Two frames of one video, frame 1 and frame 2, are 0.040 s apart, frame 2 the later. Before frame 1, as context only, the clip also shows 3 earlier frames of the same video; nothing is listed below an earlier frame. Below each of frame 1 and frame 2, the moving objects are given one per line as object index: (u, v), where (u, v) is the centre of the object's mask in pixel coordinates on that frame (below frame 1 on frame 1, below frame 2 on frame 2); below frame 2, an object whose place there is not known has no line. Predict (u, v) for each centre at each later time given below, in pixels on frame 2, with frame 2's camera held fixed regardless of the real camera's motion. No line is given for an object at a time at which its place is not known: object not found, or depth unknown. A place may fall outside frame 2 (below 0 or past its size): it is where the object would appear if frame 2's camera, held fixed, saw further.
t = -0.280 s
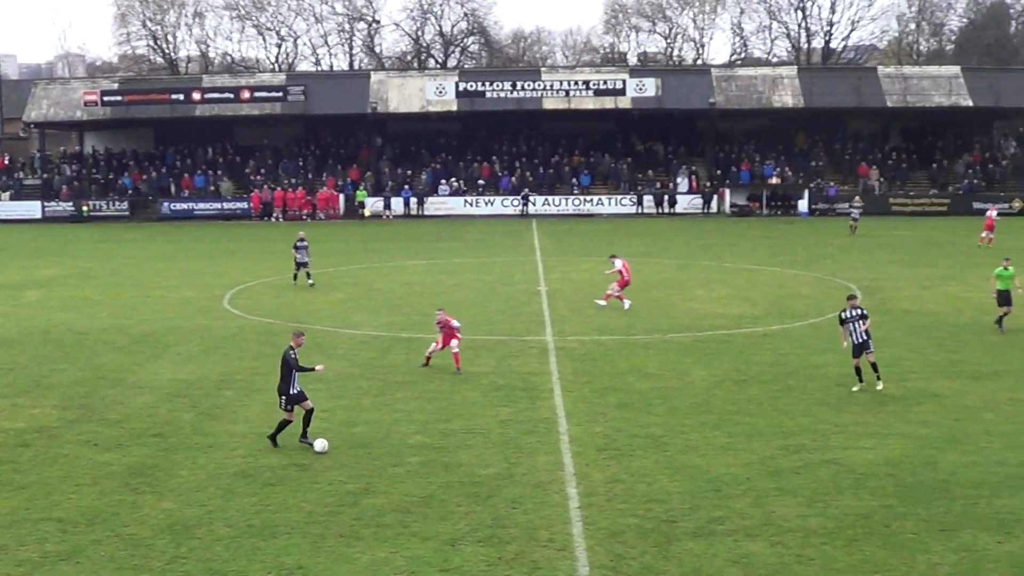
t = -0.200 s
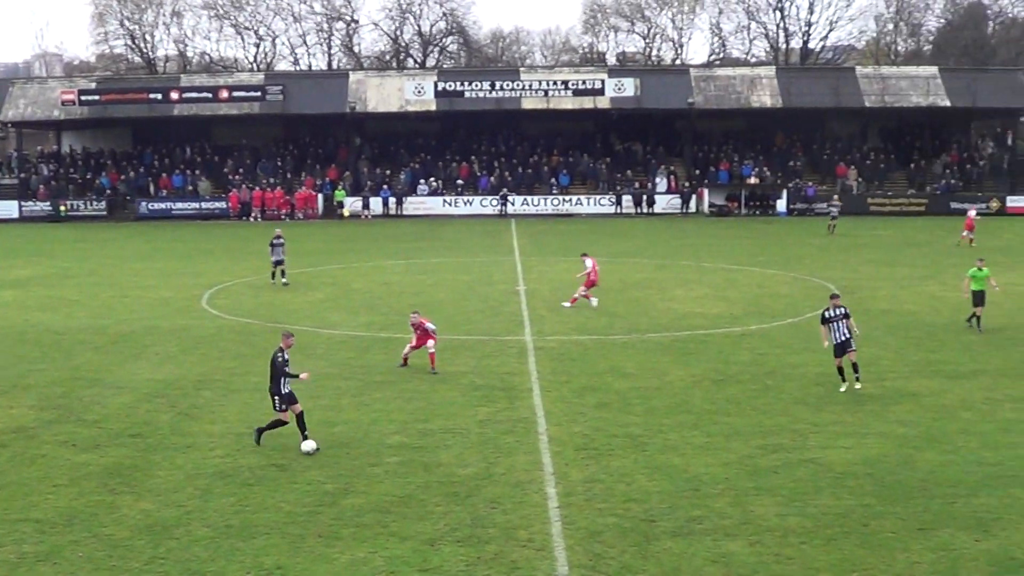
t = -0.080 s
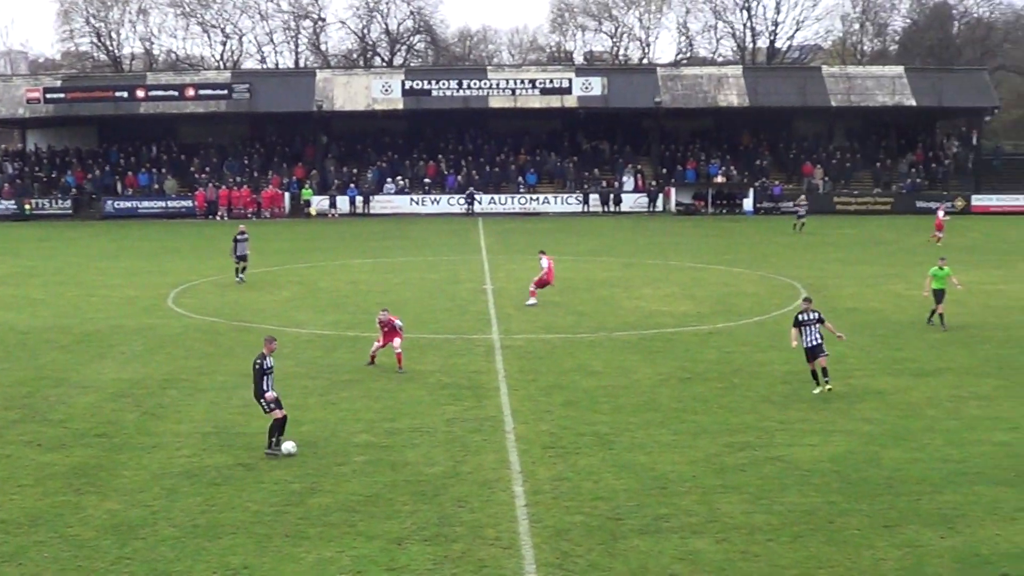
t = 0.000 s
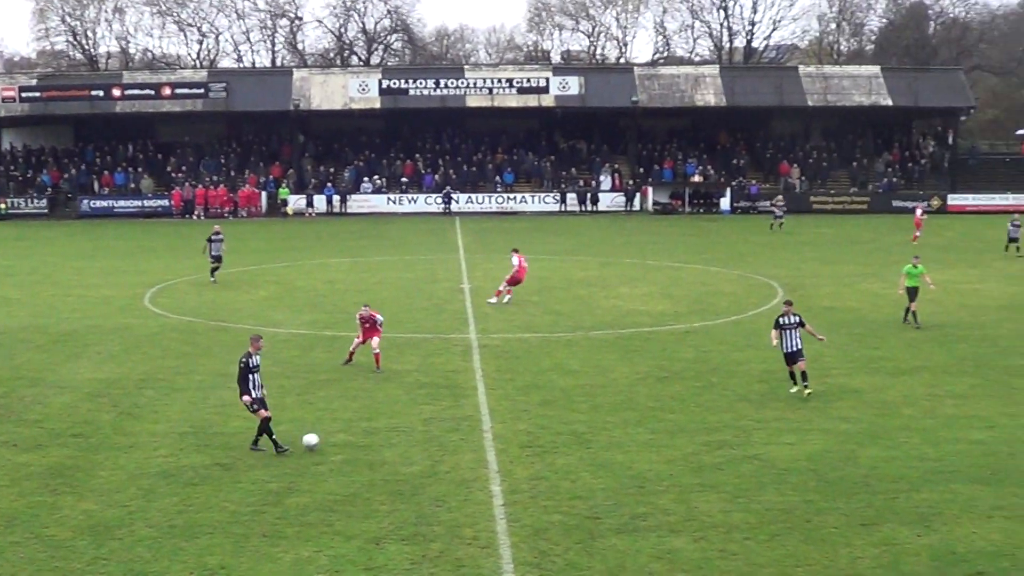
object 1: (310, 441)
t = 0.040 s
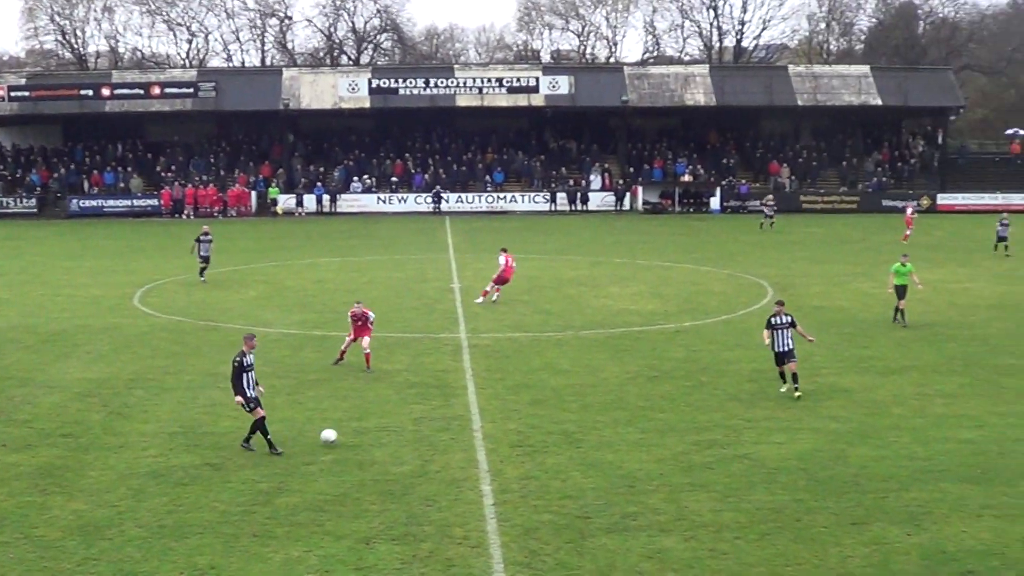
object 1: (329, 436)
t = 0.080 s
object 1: (357, 432)
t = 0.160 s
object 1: (411, 428)
